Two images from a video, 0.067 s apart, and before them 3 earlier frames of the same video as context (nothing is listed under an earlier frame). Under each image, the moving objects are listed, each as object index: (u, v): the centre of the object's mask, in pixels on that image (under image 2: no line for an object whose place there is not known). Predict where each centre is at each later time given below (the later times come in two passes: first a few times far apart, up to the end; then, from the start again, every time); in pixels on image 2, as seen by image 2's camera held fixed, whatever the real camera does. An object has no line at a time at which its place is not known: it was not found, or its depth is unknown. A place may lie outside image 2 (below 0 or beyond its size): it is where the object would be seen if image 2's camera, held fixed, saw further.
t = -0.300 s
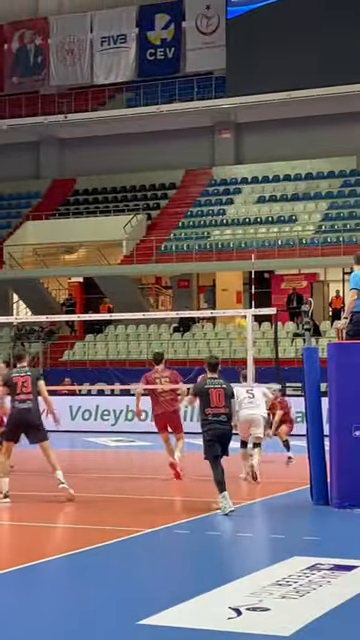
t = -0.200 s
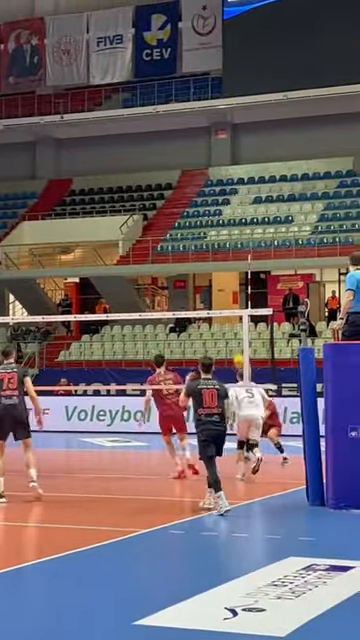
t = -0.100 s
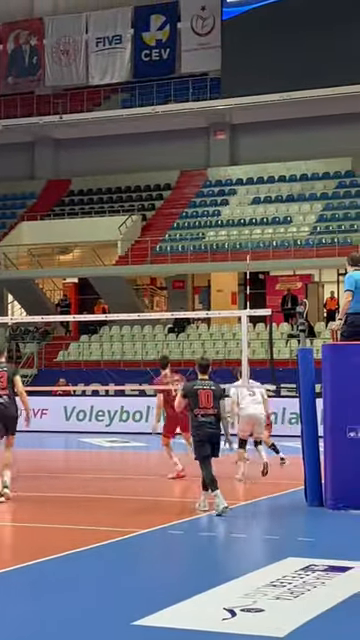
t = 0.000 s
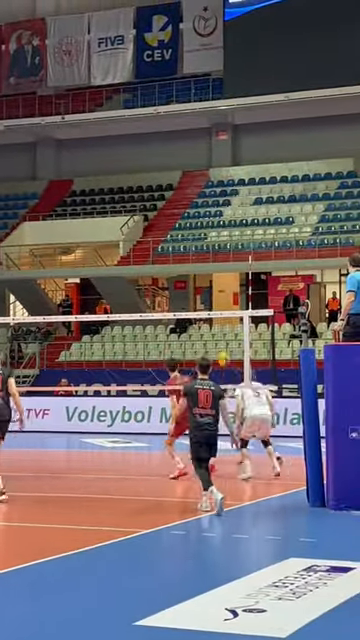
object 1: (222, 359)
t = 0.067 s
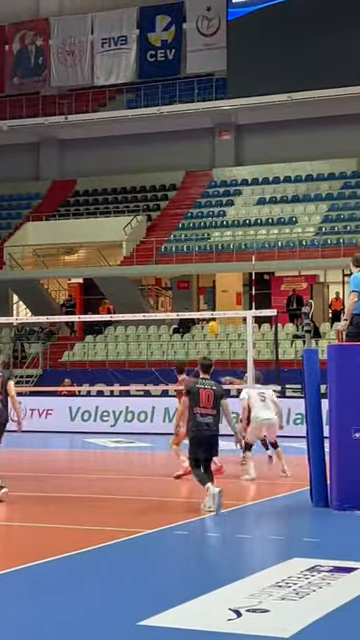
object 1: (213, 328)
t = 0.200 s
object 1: (188, 275)
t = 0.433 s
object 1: (147, 205)
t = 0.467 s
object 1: (141, 198)
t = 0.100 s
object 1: (205, 309)
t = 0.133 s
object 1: (201, 301)
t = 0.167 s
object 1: (194, 287)
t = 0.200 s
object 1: (188, 275)
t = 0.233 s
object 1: (182, 263)
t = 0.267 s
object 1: (176, 251)
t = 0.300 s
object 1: (170, 241)
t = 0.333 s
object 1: (164, 231)
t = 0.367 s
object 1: (159, 222)
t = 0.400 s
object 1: (153, 213)
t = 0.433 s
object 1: (147, 205)
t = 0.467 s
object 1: (141, 198)
